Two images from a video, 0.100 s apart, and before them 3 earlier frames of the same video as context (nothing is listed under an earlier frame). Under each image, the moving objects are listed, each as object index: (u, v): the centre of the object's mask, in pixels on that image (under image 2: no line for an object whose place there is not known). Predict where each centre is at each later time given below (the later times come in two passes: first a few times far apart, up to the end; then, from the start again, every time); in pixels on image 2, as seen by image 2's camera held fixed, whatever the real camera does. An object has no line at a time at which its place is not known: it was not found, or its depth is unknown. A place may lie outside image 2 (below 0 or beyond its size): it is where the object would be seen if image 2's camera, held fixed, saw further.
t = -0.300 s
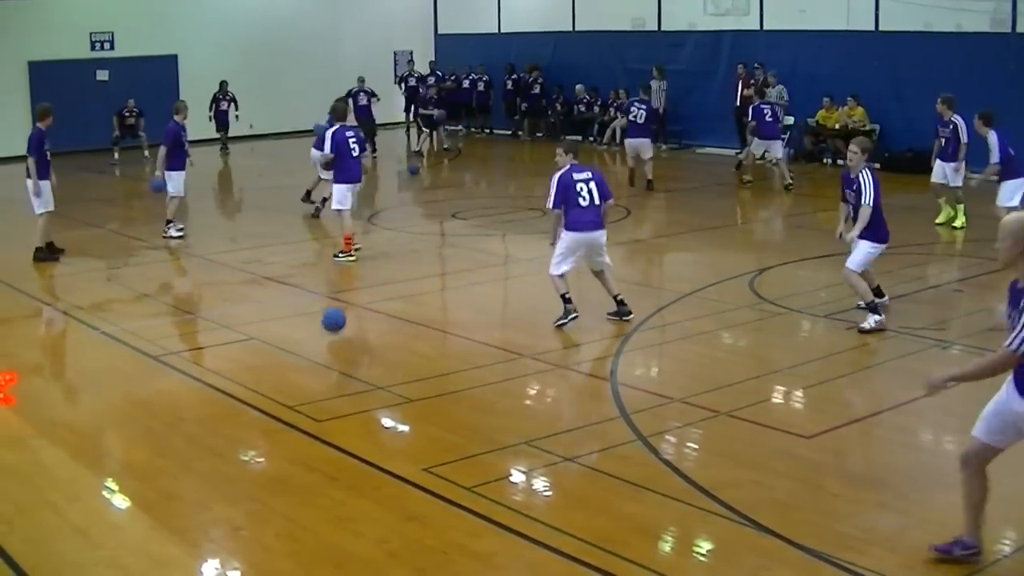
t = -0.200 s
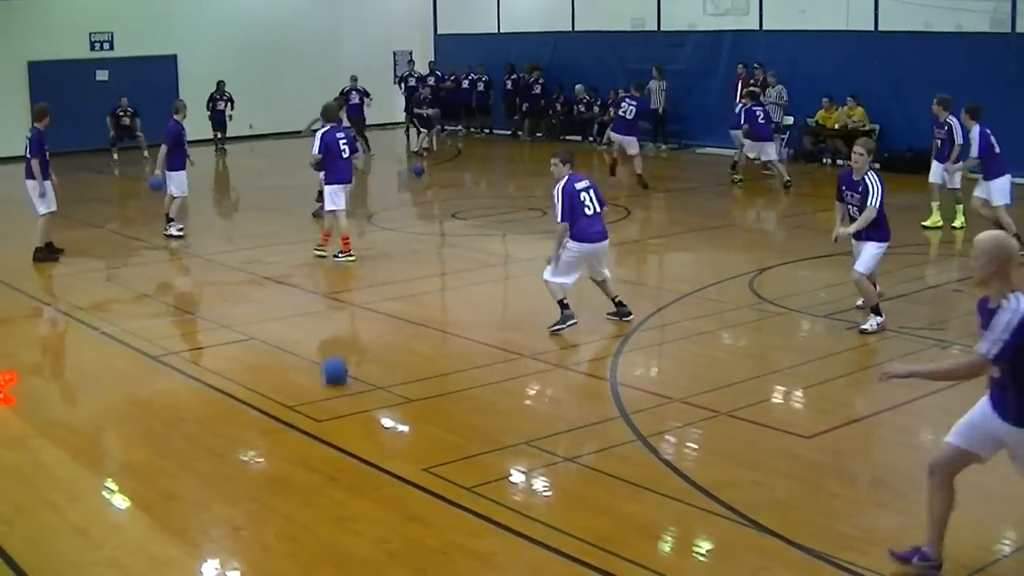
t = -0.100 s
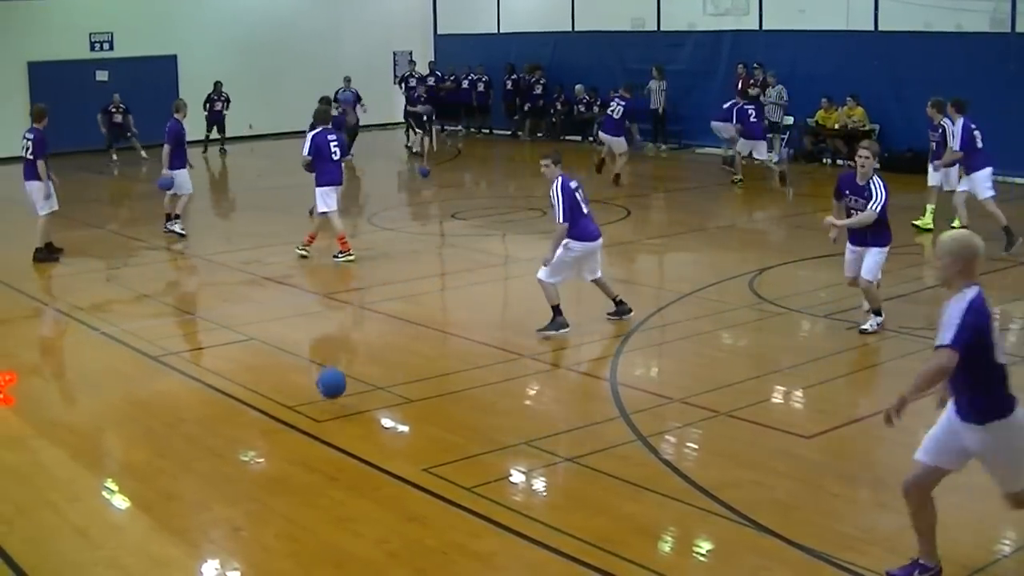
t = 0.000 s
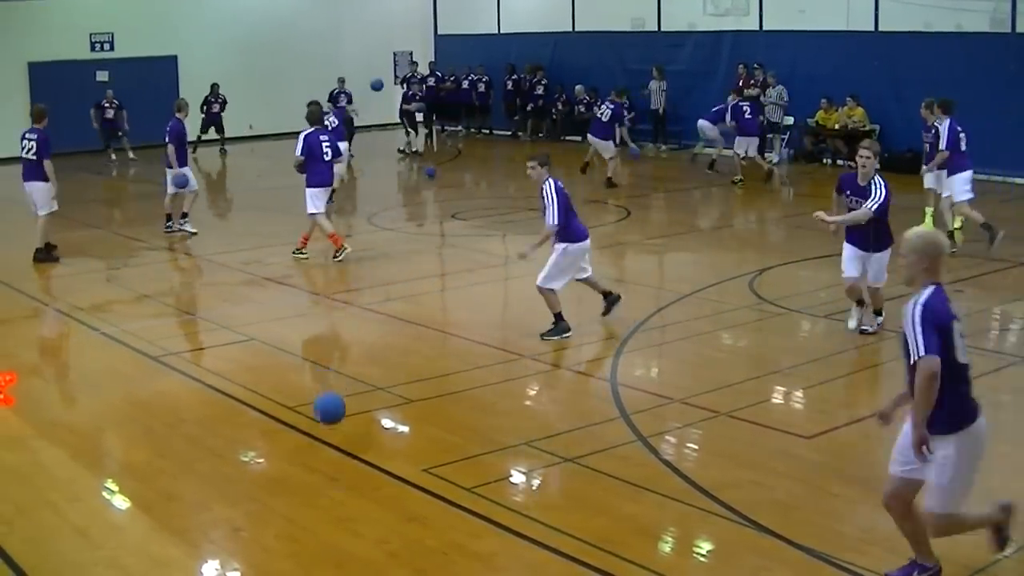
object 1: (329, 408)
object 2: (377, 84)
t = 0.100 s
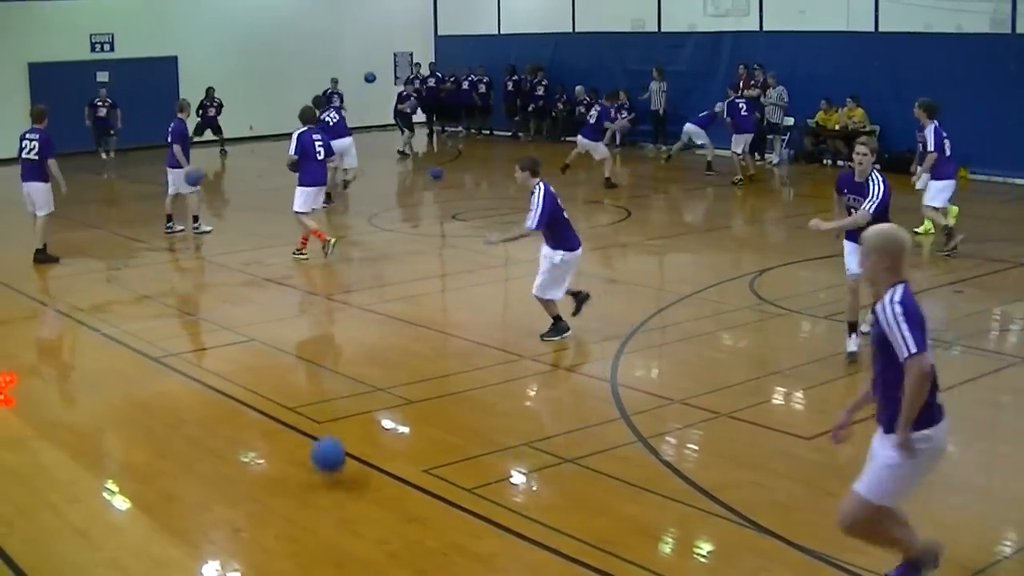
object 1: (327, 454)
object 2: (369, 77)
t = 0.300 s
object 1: (321, 536)
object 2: (351, 75)
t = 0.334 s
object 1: (319, 554)
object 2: (347, 77)
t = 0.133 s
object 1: (327, 477)
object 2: (367, 76)
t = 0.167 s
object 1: (328, 494)
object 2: (364, 75)
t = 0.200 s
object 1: (326, 499)
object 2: (360, 74)
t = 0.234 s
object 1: (324, 509)
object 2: (357, 74)
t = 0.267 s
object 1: (323, 522)
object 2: (354, 75)
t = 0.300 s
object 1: (321, 536)
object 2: (351, 75)
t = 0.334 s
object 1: (319, 554)
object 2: (347, 77)
